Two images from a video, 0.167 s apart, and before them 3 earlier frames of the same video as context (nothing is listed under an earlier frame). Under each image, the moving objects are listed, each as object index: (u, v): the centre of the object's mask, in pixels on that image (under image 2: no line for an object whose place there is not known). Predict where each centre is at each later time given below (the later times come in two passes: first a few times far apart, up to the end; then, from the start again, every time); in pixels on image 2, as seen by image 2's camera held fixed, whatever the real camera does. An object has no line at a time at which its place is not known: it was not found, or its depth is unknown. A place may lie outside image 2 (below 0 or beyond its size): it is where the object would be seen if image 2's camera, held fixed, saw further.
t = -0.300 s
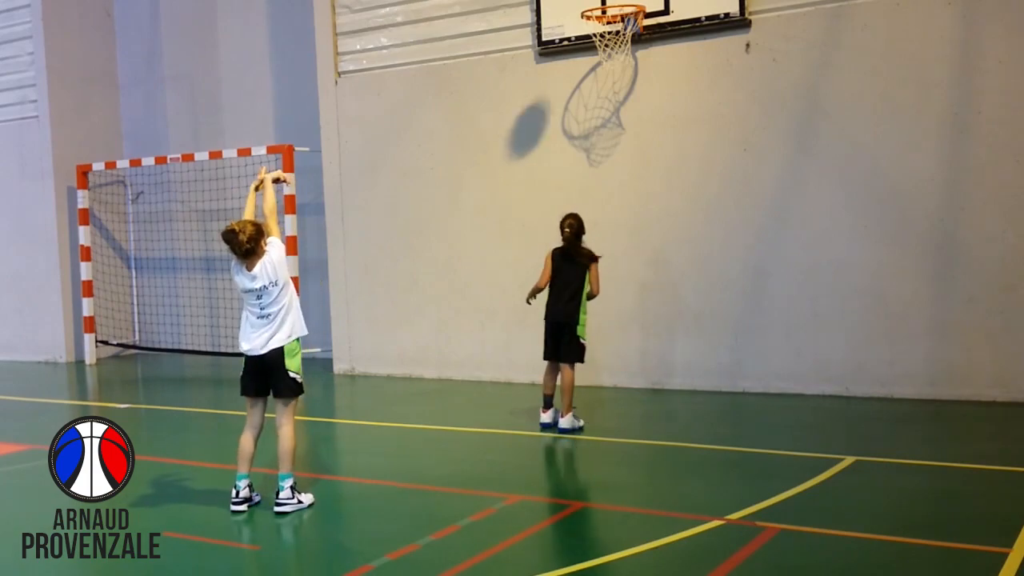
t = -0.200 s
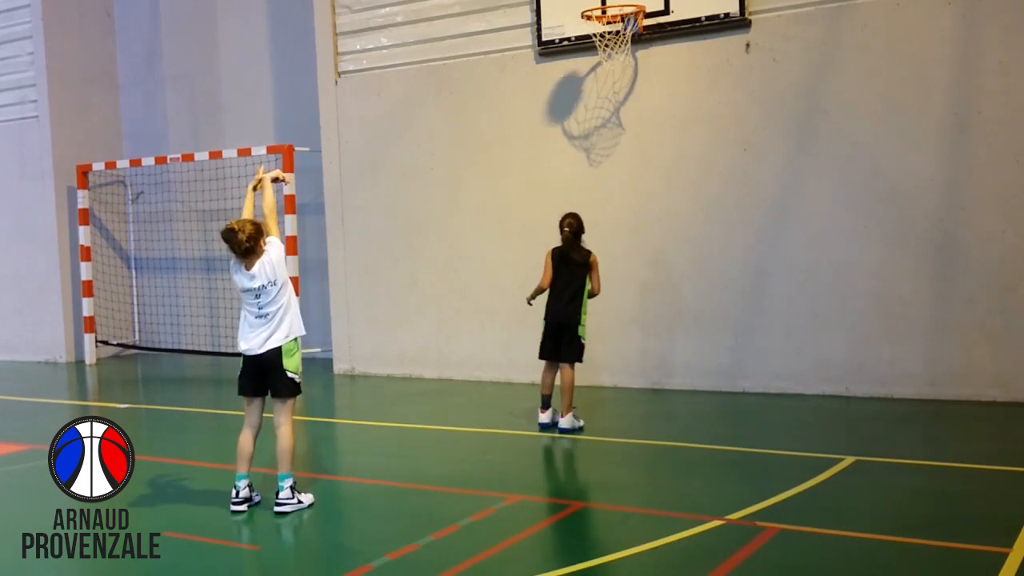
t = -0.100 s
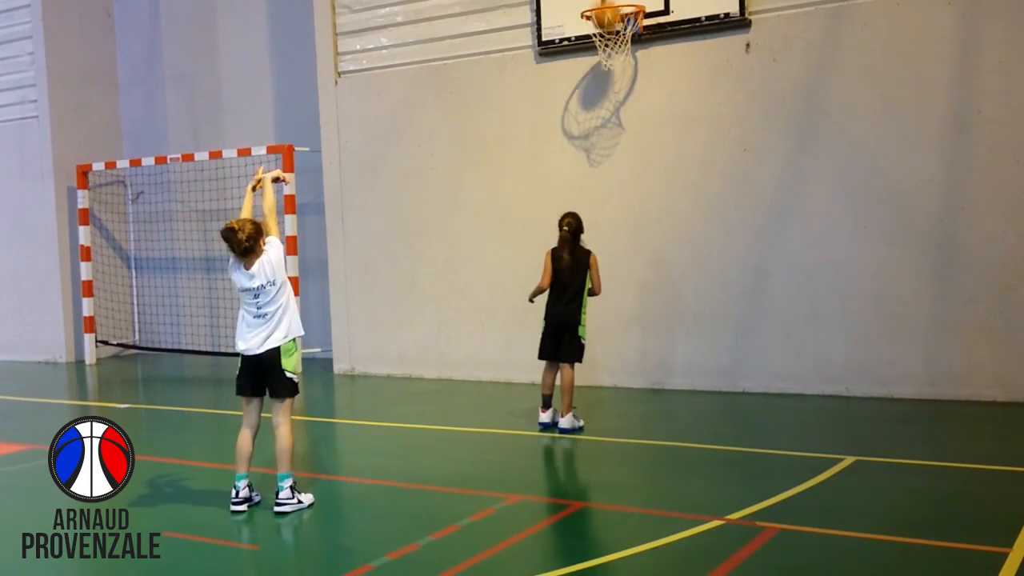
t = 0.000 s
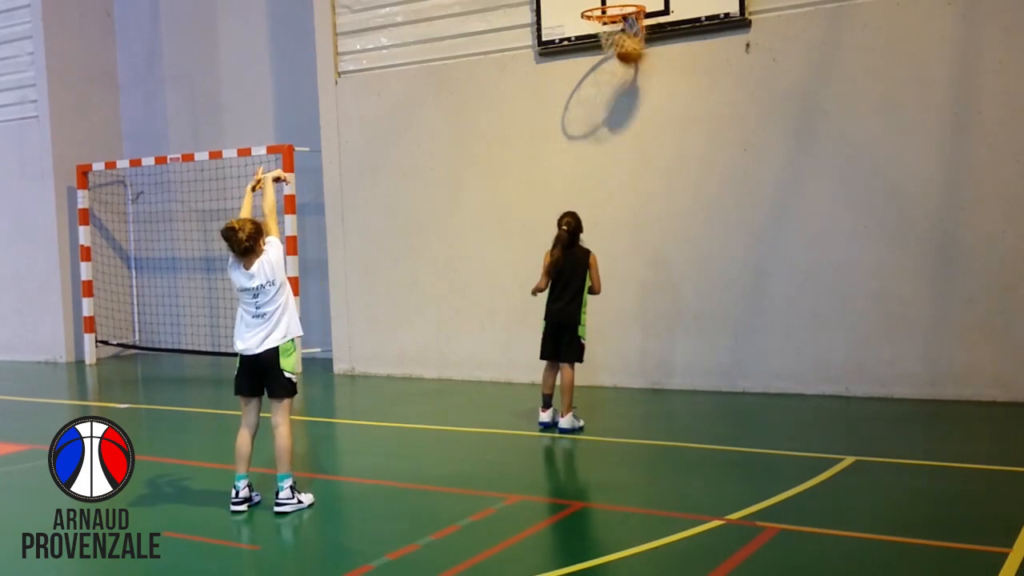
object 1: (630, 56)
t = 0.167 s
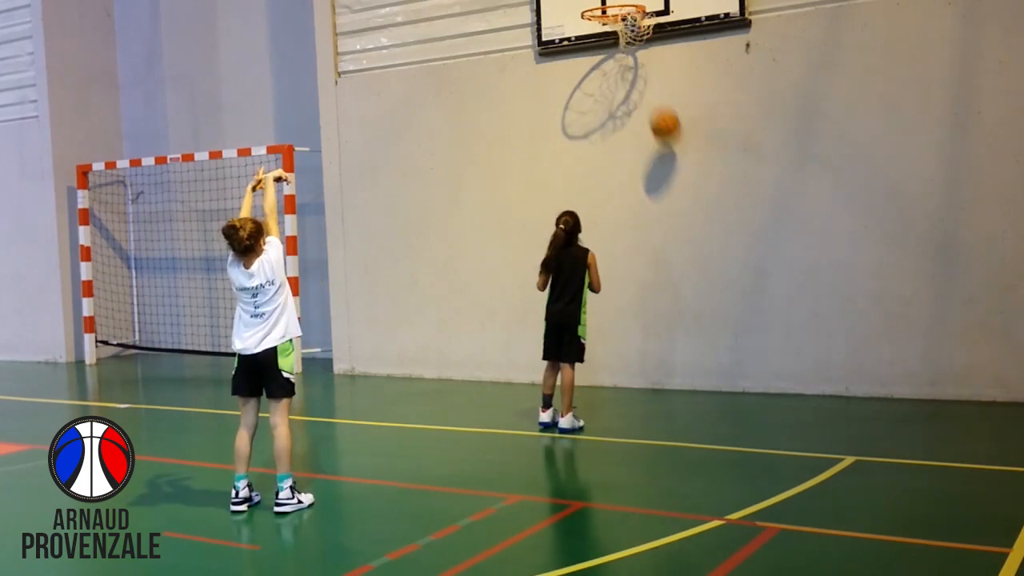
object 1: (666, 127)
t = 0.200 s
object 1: (672, 145)
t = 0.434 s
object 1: (724, 321)
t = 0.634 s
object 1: (743, 301)
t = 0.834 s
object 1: (752, 217)
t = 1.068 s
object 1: (767, 178)
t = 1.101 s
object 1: (770, 178)
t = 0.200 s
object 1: (672, 145)
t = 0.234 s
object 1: (680, 166)
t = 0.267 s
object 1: (687, 189)
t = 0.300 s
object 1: (694, 212)
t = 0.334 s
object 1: (702, 238)
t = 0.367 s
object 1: (709, 263)
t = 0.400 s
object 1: (717, 293)
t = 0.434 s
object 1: (724, 321)
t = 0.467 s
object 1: (731, 354)
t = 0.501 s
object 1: (737, 377)
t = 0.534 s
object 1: (738, 360)
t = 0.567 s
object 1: (739, 340)
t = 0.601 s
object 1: (741, 320)
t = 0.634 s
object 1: (743, 301)
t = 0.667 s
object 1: (744, 284)
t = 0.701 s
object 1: (745, 268)
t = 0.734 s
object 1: (747, 253)
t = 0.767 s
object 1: (748, 240)
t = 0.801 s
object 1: (750, 228)
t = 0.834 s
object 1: (752, 217)
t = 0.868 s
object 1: (754, 207)
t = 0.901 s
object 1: (756, 198)
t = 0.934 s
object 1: (758, 191)
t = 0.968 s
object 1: (760, 186)
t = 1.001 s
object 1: (763, 182)
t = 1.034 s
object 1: (765, 179)
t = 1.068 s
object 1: (767, 178)
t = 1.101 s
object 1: (770, 178)
